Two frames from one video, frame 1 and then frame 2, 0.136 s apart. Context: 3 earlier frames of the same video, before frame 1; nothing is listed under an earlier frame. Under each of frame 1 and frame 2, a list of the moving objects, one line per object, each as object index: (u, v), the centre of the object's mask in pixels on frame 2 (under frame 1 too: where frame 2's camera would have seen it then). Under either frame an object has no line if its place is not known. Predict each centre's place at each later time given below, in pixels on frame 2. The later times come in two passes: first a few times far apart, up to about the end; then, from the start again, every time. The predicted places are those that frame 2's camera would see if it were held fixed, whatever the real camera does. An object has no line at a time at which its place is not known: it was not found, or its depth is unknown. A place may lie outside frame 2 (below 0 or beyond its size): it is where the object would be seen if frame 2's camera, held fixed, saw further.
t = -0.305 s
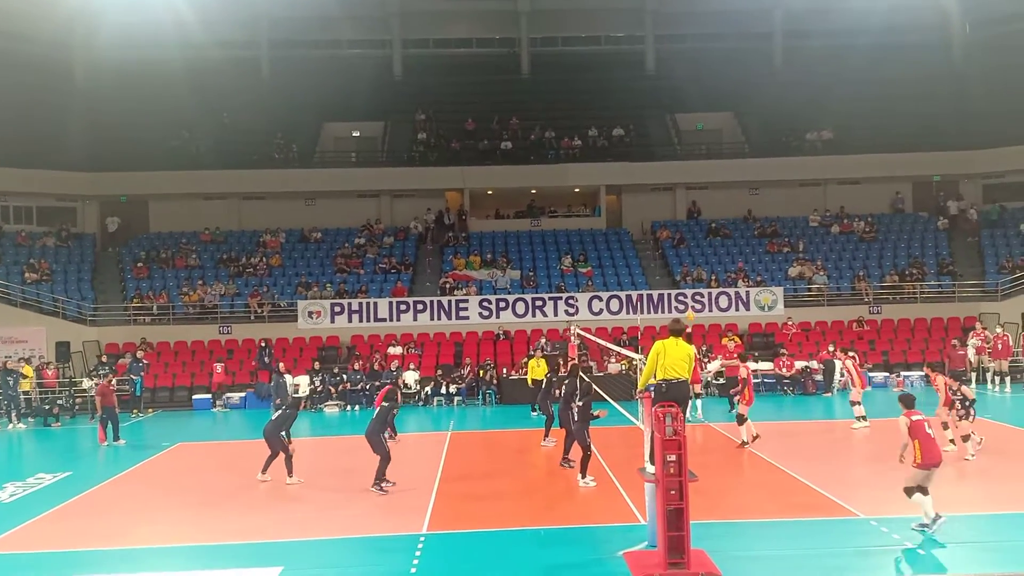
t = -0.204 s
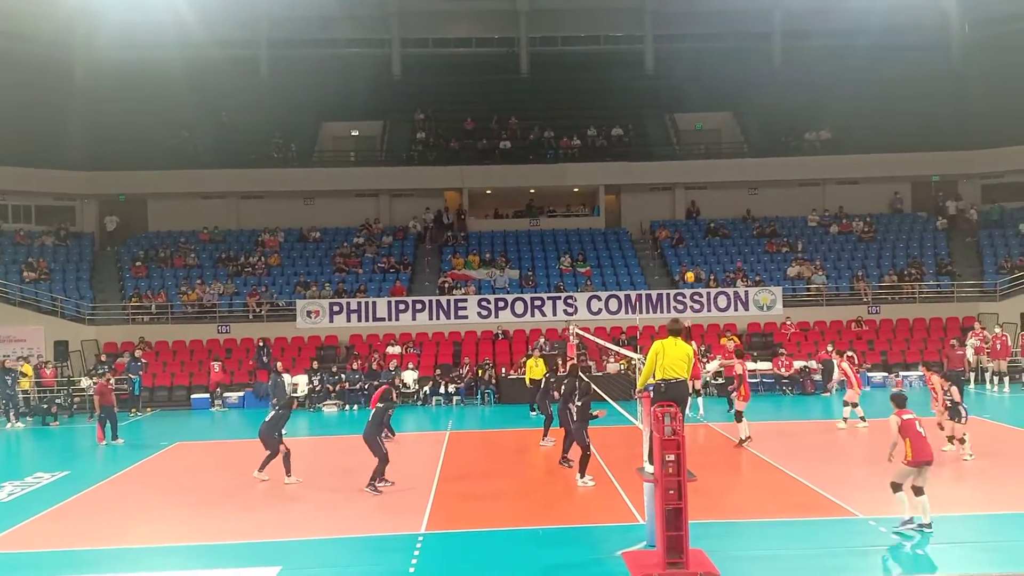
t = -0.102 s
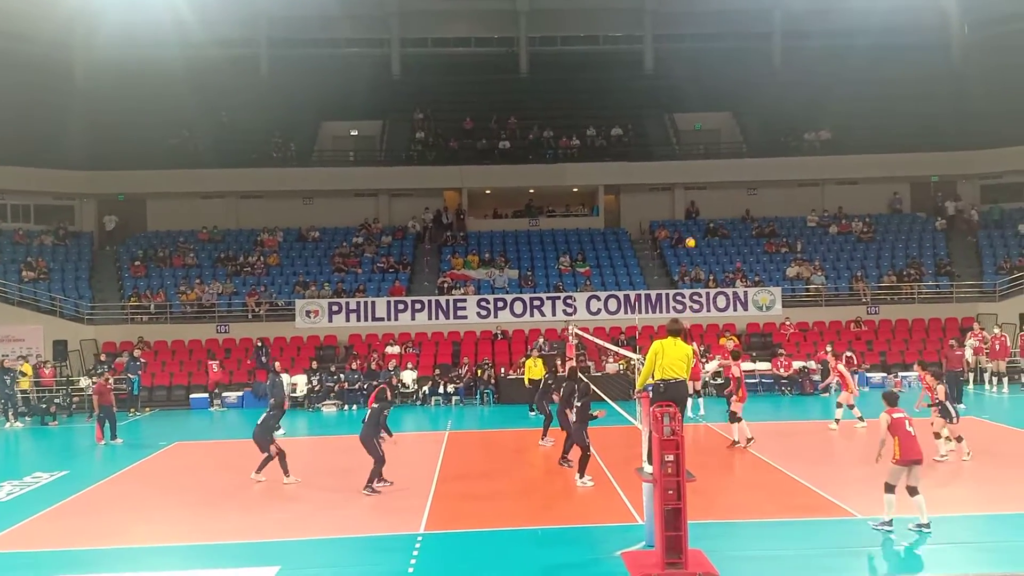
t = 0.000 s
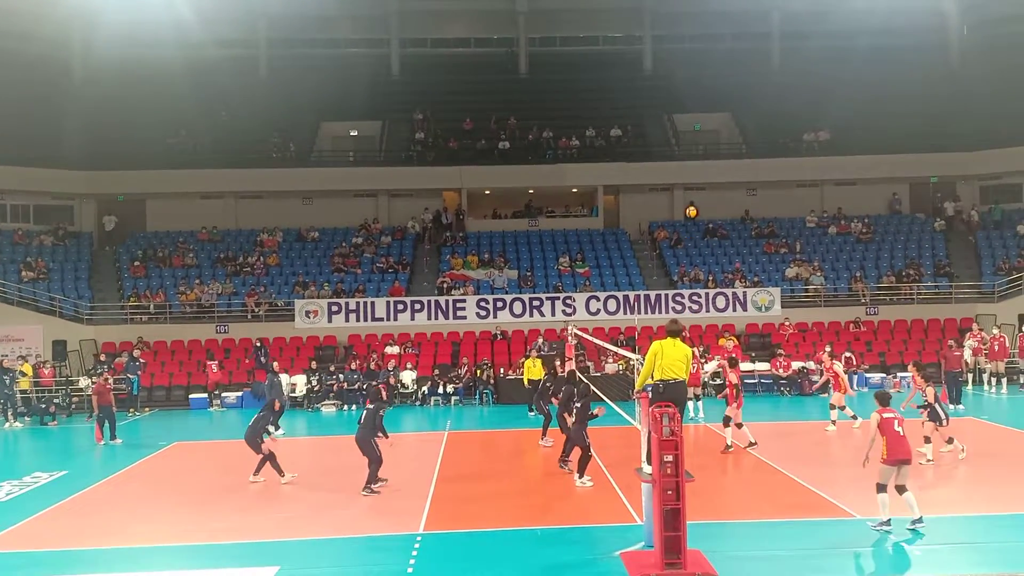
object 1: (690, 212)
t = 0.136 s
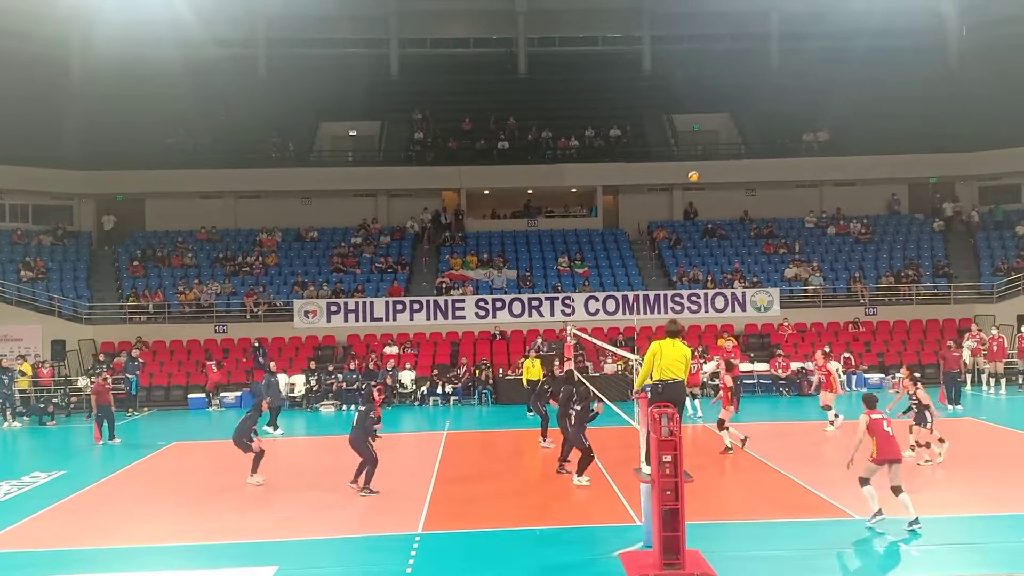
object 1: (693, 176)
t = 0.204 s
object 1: (695, 161)
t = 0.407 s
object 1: (700, 127)
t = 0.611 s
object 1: (706, 112)
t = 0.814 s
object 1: (712, 118)
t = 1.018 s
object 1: (719, 148)
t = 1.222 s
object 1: (726, 206)
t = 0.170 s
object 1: (694, 169)
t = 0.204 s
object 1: (695, 161)
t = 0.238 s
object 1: (696, 155)
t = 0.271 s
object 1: (697, 148)
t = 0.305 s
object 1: (697, 142)
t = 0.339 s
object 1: (698, 137)
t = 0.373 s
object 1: (699, 132)
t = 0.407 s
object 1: (700, 127)
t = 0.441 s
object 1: (701, 124)
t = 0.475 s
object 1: (702, 120)
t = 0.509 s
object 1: (703, 117)
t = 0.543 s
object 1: (704, 115)
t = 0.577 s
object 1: (705, 113)
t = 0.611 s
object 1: (706, 112)
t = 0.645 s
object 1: (707, 111)
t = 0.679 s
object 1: (708, 111)
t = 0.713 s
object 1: (709, 112)
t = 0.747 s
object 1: (710, 113)
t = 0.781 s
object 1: (711, 115)
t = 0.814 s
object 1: (712, 118)
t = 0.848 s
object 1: (713, 121)
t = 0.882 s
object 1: (715, 125)
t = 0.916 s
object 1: (716, 130)
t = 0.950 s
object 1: (717, 135)
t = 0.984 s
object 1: (718, 141)
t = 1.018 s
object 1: (719, 148)
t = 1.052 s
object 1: (720, 156)
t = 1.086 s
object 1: (721, 164)
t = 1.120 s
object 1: (722, 173)
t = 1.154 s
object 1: (724, 183)
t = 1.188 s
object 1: (725, 194)
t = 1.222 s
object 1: (726, 206)
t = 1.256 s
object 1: (727, 219)
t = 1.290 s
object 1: (728, 232)
